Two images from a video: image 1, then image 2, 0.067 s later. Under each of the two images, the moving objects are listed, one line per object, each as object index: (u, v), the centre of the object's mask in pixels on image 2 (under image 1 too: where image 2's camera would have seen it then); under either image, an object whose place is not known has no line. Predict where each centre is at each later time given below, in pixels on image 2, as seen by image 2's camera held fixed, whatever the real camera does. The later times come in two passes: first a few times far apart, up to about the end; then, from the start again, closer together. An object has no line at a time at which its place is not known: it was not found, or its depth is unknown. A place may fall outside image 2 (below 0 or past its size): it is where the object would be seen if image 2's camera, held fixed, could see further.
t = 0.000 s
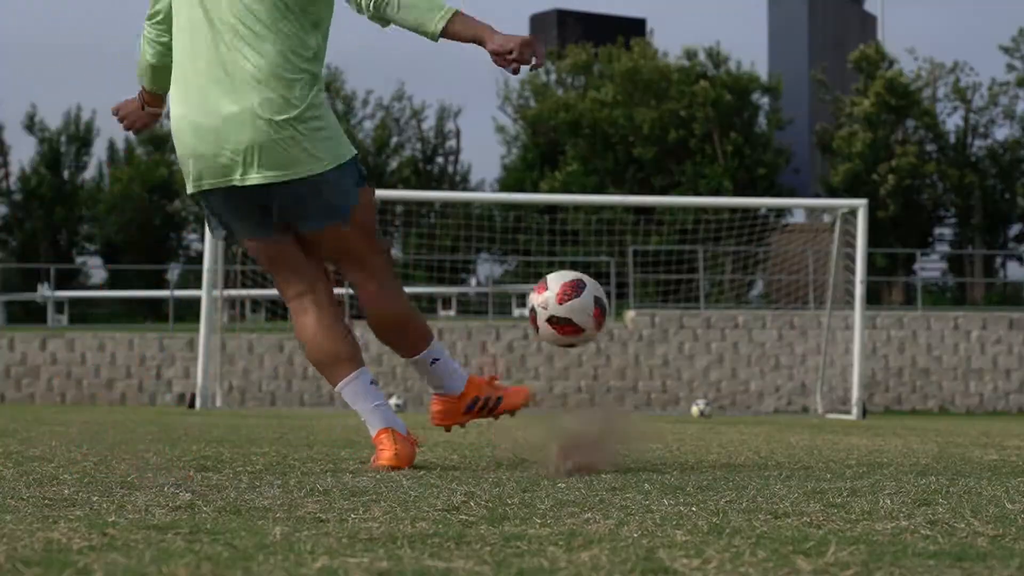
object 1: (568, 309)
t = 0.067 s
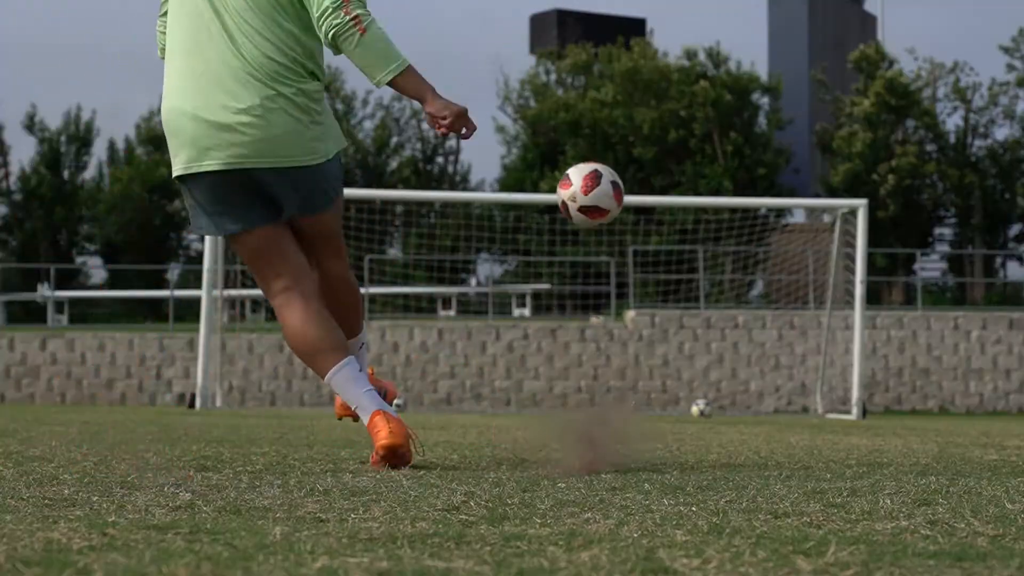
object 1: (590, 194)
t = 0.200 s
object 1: (619, 75)
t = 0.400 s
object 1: (646, 28)
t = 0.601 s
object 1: (654, 48)
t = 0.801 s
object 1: (649, 98)
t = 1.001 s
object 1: (640, 173)
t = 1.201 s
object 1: (642, 315)
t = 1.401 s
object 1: (646, 345)
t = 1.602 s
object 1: (645, 240)
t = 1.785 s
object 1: (643, 208)
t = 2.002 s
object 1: (646, 217)
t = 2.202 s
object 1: (647, 271)
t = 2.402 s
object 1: (649, 362)
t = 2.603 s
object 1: (647, 369)
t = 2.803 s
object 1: (645, 321)
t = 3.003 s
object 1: (642, 307)
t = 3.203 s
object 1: (640, 324)
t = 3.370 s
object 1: (638, 365)
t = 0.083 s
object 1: (595, 173)
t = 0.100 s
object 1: (599, 154)
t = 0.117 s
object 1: (603, 137)
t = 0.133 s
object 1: (606, 122)
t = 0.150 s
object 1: (609, 109)
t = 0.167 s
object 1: (613, 96)
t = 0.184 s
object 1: (616, 85)
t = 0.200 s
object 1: (619, 75)
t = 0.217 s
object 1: (622, 66)
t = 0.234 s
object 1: (625, 59)
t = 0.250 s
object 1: (628, 51)
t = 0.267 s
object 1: (631, 46)
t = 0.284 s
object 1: (633, 42)
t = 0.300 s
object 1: (635, 38)
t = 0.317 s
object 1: (638, 34)
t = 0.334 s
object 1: (639, 32)
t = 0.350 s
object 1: (641, 30)
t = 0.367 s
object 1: (643, 28)
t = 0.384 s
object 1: (644, 28)
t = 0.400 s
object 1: (646, 28)
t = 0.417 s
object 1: (647, 28)
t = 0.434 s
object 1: (649, 28)
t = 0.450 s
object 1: (650, 28)
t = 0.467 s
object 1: (651, 29)
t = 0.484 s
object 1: (651, 31)
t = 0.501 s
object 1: (652, 32)
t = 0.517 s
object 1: (653, 34)
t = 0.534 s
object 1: (653, 37)
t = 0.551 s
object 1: (654, 39)
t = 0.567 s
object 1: (654, 42)
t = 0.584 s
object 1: (655, 45)
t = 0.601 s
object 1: (654, 48)
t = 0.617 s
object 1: (654, 51)
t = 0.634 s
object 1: (654, 54)
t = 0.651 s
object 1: (654, 57)
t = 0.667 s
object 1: (652, 61)
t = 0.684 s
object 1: (653, 65)
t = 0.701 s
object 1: (652, 69)
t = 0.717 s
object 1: (652, 73)
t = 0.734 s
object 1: (652, 78)
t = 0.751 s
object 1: (651, 83)
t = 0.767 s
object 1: (651, 88)
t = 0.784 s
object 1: (649, 93)
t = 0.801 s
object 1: (649, 98)
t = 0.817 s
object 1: (647, 104)
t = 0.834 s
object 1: (646, 109)
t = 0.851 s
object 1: (646, 116)
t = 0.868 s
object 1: (645, 122)
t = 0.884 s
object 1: (644, 128)
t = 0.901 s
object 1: (643, 134)
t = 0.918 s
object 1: (642, 140)
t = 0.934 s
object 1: (642, 147)
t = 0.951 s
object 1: (641, 153)
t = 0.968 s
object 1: (641, 160)
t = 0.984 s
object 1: (640, 166)
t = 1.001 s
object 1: (640, 173)
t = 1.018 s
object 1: (639, 179)
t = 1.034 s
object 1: (639, 185)
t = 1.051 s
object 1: (639, 192)
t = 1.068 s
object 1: (638, 199)
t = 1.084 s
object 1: (638, 207)
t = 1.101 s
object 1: (639, 217)
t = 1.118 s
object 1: (639, 232)
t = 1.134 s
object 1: (639, 249)
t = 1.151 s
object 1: (641, 265)
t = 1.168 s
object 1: (641, 282)
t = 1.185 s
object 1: (642, 298)
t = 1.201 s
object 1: (642, 315)
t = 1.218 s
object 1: (643, 332)
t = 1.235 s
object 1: (644, 348)
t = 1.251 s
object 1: (644, 365)
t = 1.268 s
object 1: (646, 382)
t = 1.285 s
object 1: (646, 398)
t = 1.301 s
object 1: (647, 410)
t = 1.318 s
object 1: (646, 400)
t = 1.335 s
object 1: (647, 389)
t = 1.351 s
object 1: (646, 377)
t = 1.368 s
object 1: (647, 366)
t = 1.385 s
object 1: (647, 355)
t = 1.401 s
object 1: (646, 345)
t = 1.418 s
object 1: (646, 334)
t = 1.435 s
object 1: (646, 324)
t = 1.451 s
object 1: (646, 314)
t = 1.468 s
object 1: (646, 304)
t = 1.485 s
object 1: (646, 294)
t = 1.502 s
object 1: (645, 285)
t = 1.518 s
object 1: (645, 276)
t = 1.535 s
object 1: (645, 268)
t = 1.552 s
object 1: (645, 261)
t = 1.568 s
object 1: (645, 254)
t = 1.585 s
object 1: (644, 247)
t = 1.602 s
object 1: (645, 240)
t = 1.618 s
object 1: (644, 234)
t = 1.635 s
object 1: (644, 229)
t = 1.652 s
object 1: (644, 223)
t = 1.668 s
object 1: (644, 219)
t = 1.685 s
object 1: (643, 216)
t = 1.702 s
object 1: (643, 213)
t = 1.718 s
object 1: (643, 212)
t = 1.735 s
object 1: (642, 211)
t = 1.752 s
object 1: (643, 209)
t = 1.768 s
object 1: (643, 209)
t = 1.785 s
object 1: (643, 208)
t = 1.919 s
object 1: (644, 209)
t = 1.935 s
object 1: (643, 211)
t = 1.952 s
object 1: (644, 212)
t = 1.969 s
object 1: (645, 213)
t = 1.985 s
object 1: (645, 214)
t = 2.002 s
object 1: (646, 217)
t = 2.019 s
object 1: (646, 219)
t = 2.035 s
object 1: (646, 223)
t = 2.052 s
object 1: (646, 228)
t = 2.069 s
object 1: (646, 231)
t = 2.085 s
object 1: (646, 235)
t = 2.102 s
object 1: (646, 239)
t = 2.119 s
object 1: (646, 244)
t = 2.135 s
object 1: (646, 249)
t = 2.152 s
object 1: (647, 255)
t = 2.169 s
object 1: (647, 260)
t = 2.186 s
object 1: (647, 265)
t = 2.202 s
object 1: (647, 271)
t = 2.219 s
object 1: (647, 278)
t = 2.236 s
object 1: (647, 284)
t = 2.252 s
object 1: (648, 291)
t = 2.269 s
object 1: (648, 298)
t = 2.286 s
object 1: (648, 304)
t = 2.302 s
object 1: (649, 313)
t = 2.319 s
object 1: (648, 321)
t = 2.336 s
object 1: (649, 328)
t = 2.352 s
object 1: (648, 336)
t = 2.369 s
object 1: (648, 345)
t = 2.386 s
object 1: (649, 353)
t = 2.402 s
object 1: (649, 362)
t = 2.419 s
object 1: (649, 370)
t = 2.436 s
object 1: (649, 380)
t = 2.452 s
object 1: (649, 390)
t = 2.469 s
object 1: (649, 400)
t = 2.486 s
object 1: (650, 408)
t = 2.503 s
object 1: (649, 406)
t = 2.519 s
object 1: (649, 399)
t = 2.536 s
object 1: (648, 393)
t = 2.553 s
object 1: (648, 386)
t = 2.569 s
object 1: (648, 380)
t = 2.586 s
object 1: (648, 375)
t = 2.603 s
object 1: (647, 369)
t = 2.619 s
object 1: (648, 364)
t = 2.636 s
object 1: (647, 359)
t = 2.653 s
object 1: (647, 354)
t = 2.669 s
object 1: (647, 349)
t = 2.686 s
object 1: (647, 345)
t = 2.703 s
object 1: (647, 341)
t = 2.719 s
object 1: (647, 337)
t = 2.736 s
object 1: (646, 333)
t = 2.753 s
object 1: (646, 330)
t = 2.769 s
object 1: (646, 326)
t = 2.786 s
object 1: (646, 323)
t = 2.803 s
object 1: (645, 321)
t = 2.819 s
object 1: (645, 319)
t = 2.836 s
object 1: (645, 317)
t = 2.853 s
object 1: (644, 314)
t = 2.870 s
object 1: (644, 312)
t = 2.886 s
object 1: (644, 311)
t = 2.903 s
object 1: (644, 310)
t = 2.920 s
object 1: (643, 308)
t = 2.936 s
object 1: (644, 308)
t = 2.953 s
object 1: (643, 307)
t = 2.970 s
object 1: (643, 307)
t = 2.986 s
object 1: (643, 307)
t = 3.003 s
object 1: (642, 307)
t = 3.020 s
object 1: (642, 306)
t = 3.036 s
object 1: (642, 307)
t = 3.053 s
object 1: (642, 307)
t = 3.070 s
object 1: (641, 308)
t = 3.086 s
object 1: (641, 310)
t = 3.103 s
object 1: (641, 311)
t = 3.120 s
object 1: (640, 313)
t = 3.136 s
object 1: (641, 314)
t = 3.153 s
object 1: (640, 317)
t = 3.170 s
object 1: (640, 319)
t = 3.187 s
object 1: (640, 321)
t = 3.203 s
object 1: (640, 324)
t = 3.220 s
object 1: (640, 327)
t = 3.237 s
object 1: (639, 331)
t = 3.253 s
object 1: (639, 334)
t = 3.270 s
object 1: (639, 337)
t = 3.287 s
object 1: (638, 341)
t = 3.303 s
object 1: (638, 345)
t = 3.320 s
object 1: (638, 349)
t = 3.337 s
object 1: (639, 355)
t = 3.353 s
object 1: (638, 359)
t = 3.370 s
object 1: (638, 365)
